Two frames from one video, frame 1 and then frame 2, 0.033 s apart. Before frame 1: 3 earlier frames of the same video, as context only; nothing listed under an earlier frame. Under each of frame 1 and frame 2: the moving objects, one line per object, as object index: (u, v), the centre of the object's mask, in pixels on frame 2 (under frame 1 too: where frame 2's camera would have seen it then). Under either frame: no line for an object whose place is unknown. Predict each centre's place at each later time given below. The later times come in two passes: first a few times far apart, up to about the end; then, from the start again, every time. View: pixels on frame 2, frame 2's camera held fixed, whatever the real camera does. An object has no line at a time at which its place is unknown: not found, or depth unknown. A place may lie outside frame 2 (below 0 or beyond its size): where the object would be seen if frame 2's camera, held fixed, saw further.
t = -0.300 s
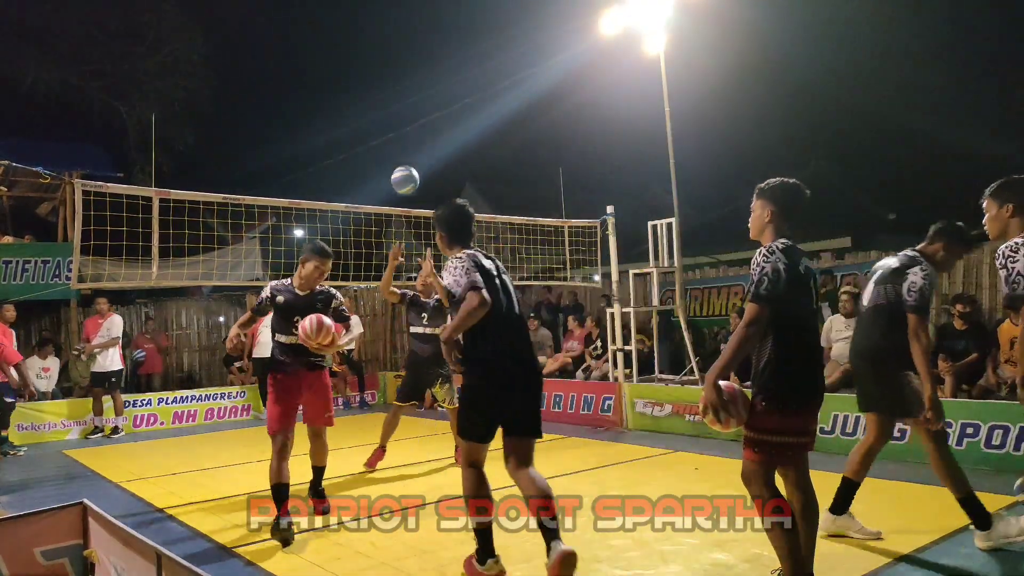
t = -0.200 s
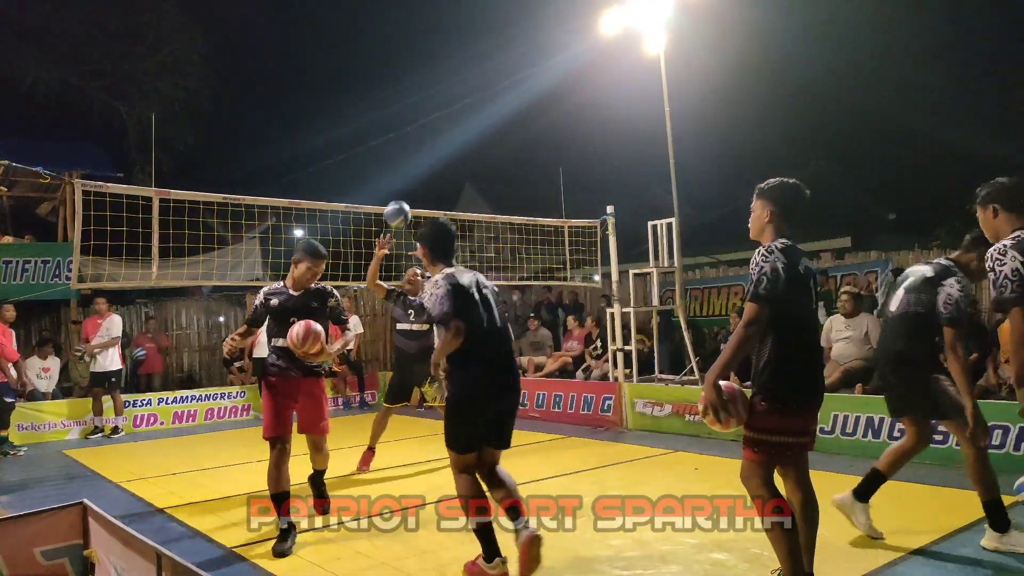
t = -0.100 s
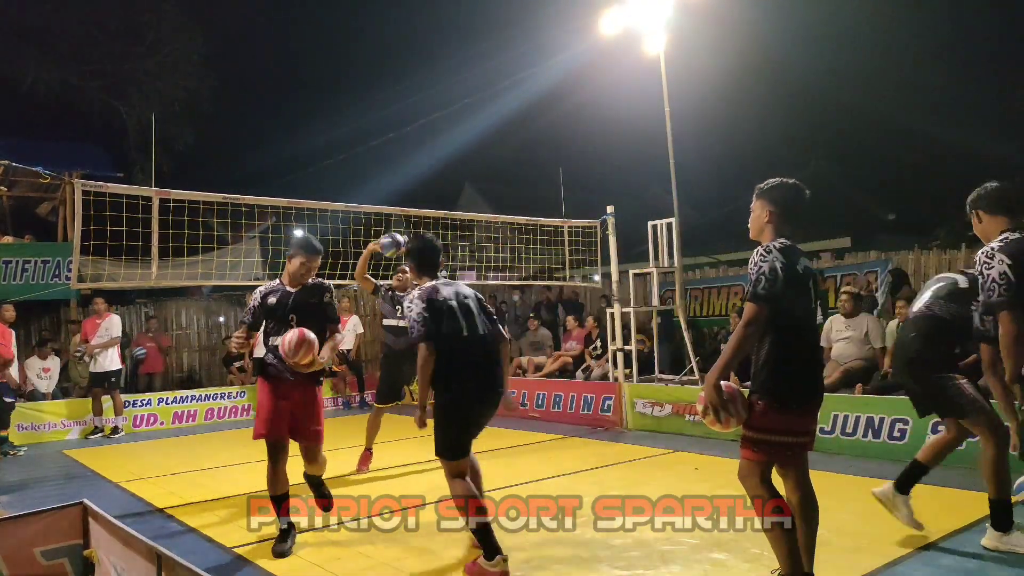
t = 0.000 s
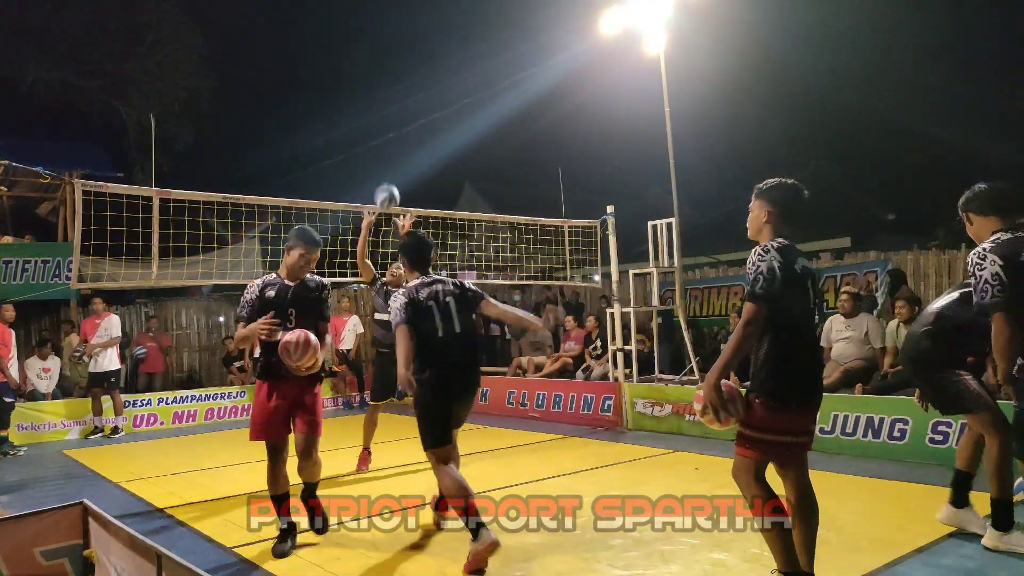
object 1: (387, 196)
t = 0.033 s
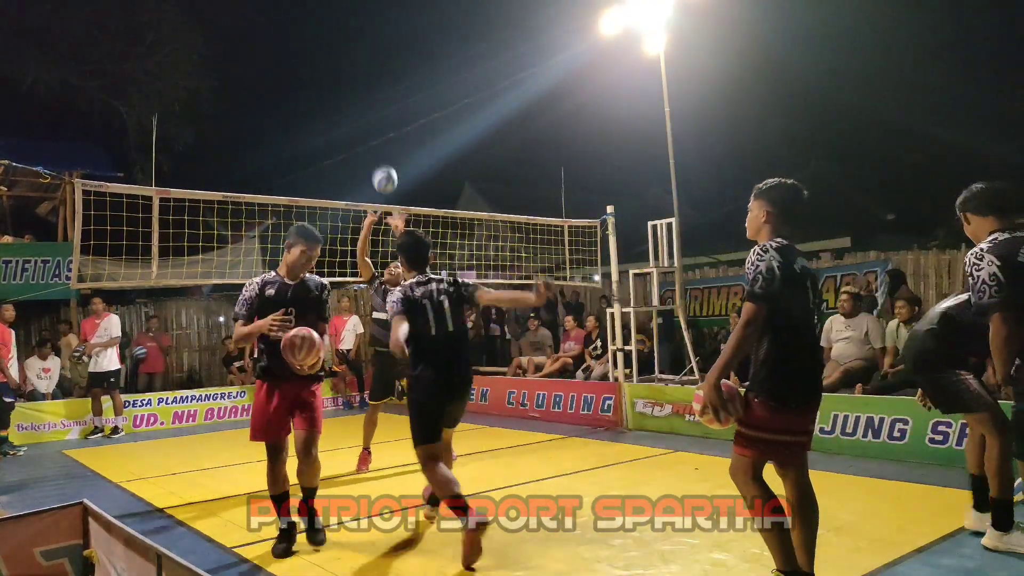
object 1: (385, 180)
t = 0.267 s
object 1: (372, 91)
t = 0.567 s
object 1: (357, 71)
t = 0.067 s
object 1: (383, 162)
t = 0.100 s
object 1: (381, 147)
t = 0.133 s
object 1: (379, 133)
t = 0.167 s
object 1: (377, 120)
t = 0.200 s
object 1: (375, 109)
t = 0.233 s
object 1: (373, 100)
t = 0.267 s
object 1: (372, 91)
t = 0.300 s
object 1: (370, 84)
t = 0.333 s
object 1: (368, 78)
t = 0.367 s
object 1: (366, 73)
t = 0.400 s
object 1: (364, 70)
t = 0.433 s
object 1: (363, 67)
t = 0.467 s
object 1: (361, 66)
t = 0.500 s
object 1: (360, 66)
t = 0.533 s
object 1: (358, 68)
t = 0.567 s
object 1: (357, 71)
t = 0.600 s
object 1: (356, 75)
